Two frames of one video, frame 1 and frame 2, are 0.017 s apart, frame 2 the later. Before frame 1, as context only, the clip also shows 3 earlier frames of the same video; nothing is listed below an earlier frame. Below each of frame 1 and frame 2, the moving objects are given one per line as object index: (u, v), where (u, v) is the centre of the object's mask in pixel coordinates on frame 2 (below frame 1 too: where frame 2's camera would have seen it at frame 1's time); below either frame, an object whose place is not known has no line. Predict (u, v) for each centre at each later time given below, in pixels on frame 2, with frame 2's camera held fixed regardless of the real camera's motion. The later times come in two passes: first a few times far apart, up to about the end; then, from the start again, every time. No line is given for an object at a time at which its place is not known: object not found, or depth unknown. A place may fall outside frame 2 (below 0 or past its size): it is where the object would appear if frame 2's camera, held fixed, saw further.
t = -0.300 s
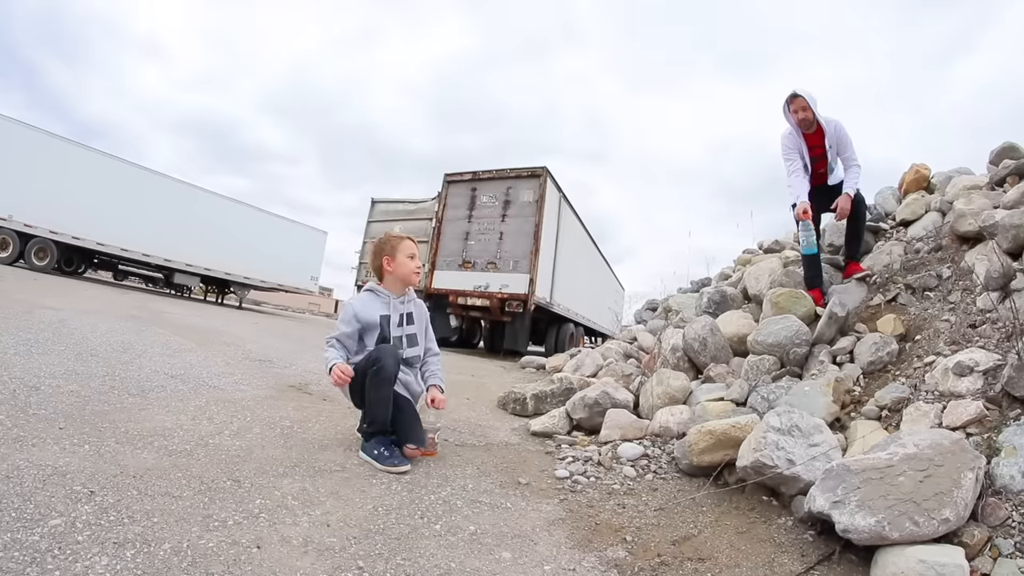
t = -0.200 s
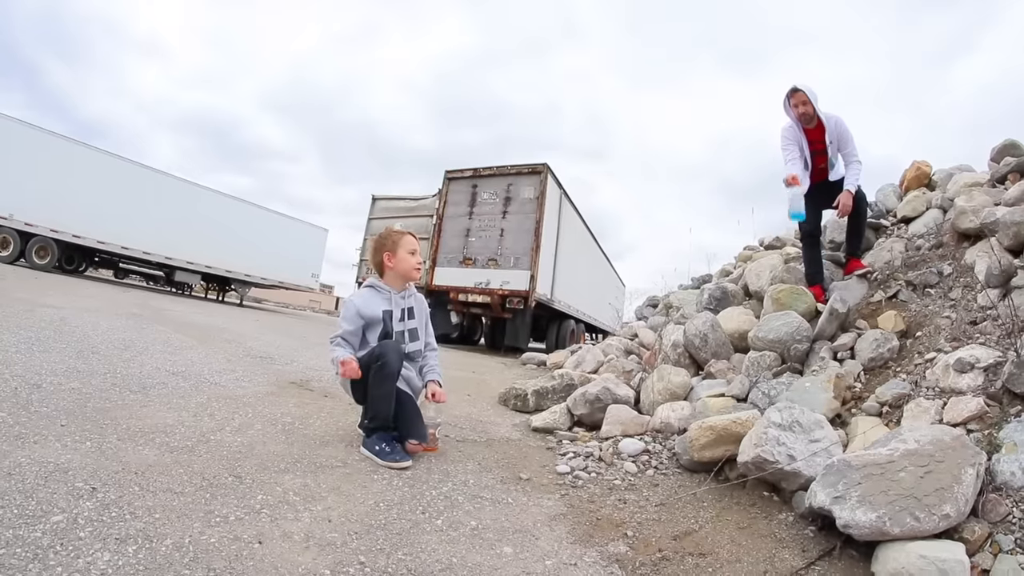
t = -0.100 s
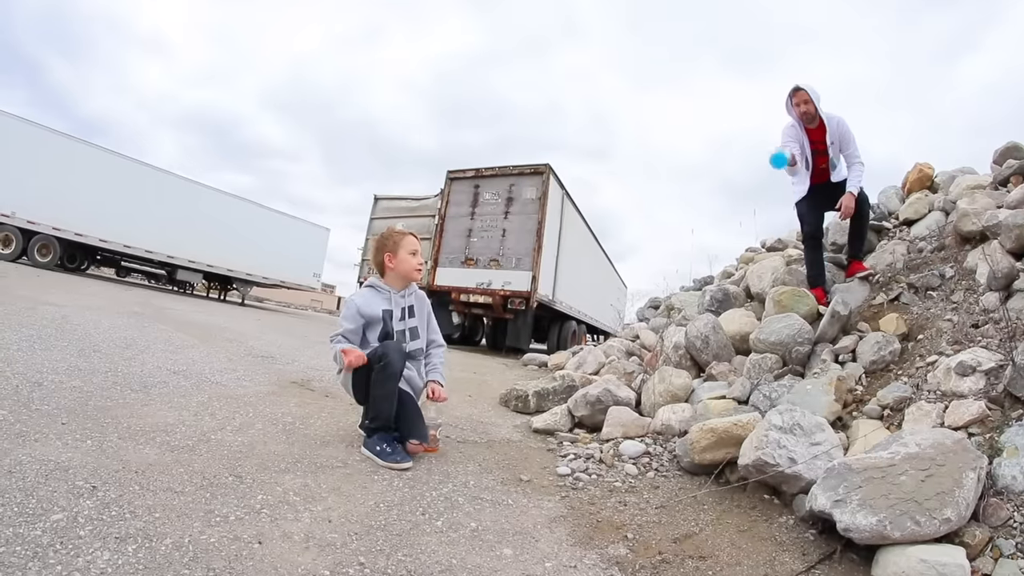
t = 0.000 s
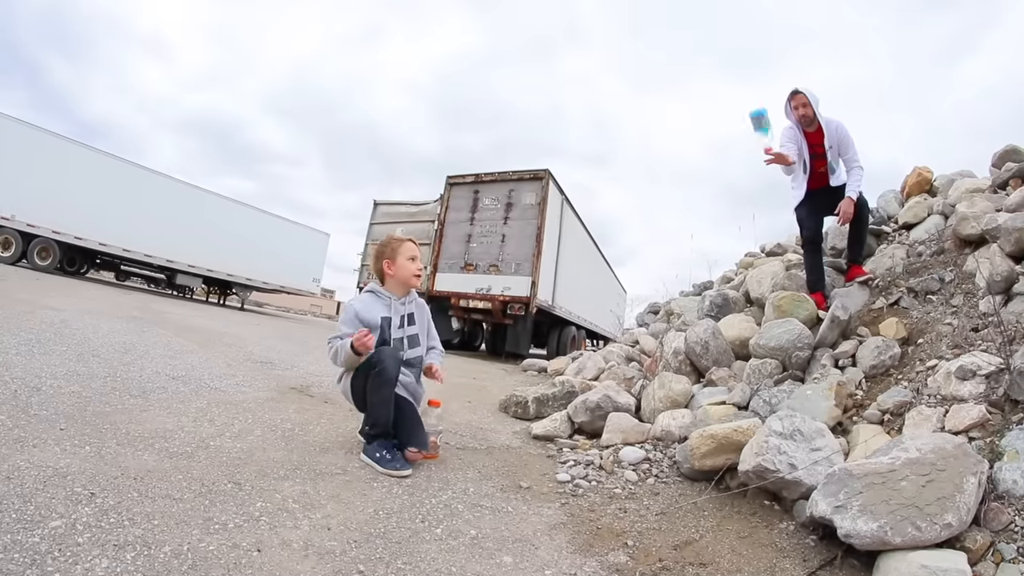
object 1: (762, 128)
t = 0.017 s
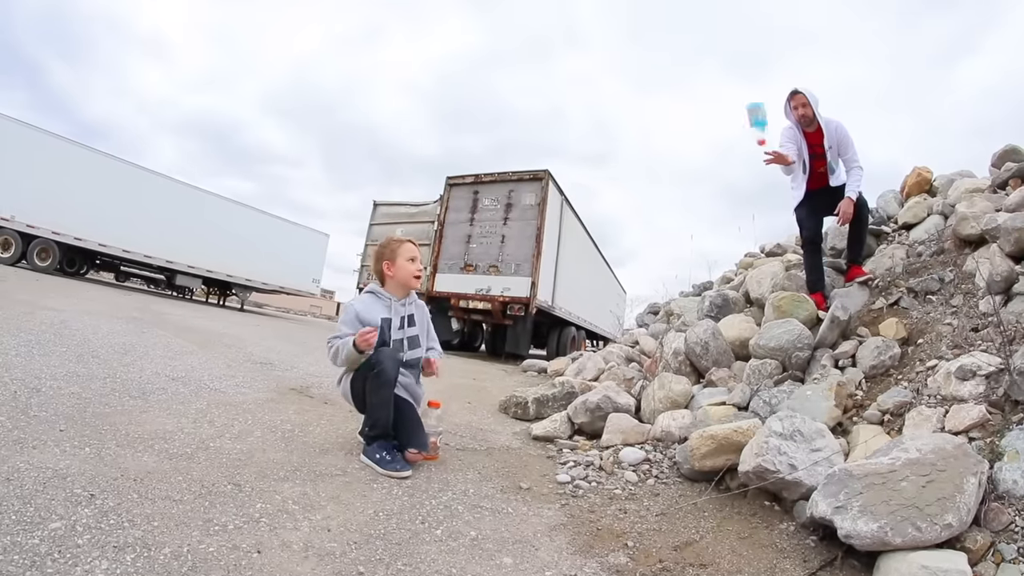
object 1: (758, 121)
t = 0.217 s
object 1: (717, 83)
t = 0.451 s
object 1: (668, 157)
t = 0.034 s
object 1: (754, 115)
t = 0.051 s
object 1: (751, 108)
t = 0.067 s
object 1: (747, 102)
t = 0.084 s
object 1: (744, 98)
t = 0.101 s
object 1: (741, 95)
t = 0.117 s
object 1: (737, 93)
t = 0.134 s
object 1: (734, 90)
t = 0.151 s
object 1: (730, 87)
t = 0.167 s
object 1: (727, 85)
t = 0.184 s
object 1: (723, 84)
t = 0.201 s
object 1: (720, 83)
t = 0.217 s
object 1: (717, 83)
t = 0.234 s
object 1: (713, 83)
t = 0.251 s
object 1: (710, 84)
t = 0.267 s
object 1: (707, 85)
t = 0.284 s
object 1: (704, 86)
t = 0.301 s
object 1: (701, 89)
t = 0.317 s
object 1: (697, 93)
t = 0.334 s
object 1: (694, 98)
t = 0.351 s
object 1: (691, 103)
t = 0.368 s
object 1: (687, 109)
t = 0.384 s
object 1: (684, 116)
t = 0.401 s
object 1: (681, 125)
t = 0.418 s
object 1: (677, 134)
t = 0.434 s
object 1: (673, 145)
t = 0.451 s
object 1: (668, 157)
